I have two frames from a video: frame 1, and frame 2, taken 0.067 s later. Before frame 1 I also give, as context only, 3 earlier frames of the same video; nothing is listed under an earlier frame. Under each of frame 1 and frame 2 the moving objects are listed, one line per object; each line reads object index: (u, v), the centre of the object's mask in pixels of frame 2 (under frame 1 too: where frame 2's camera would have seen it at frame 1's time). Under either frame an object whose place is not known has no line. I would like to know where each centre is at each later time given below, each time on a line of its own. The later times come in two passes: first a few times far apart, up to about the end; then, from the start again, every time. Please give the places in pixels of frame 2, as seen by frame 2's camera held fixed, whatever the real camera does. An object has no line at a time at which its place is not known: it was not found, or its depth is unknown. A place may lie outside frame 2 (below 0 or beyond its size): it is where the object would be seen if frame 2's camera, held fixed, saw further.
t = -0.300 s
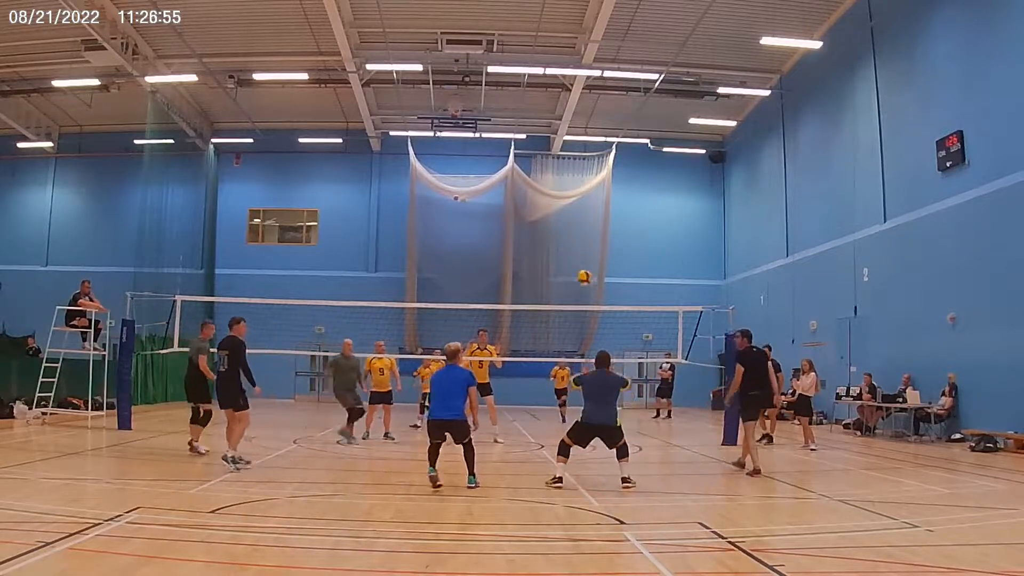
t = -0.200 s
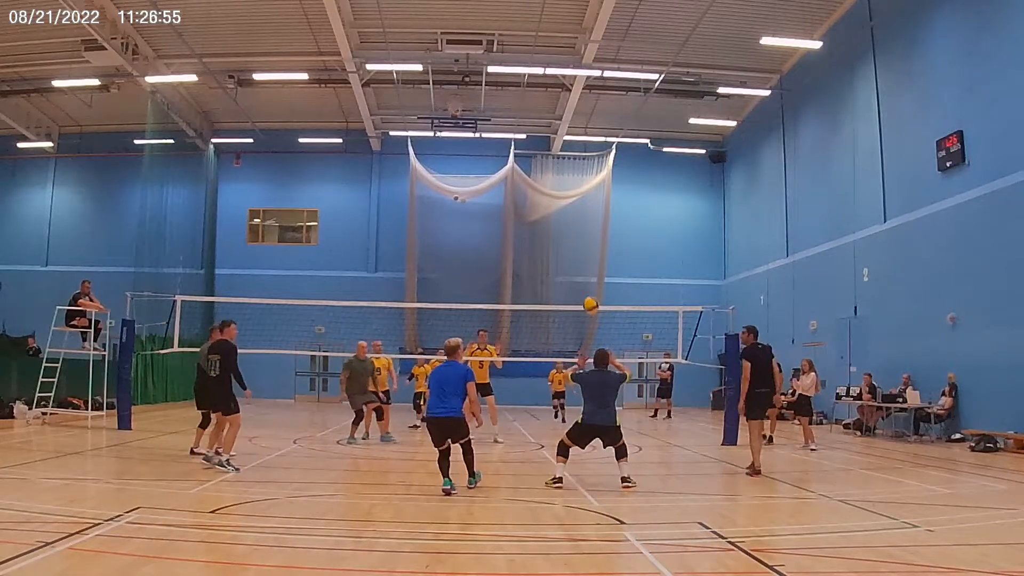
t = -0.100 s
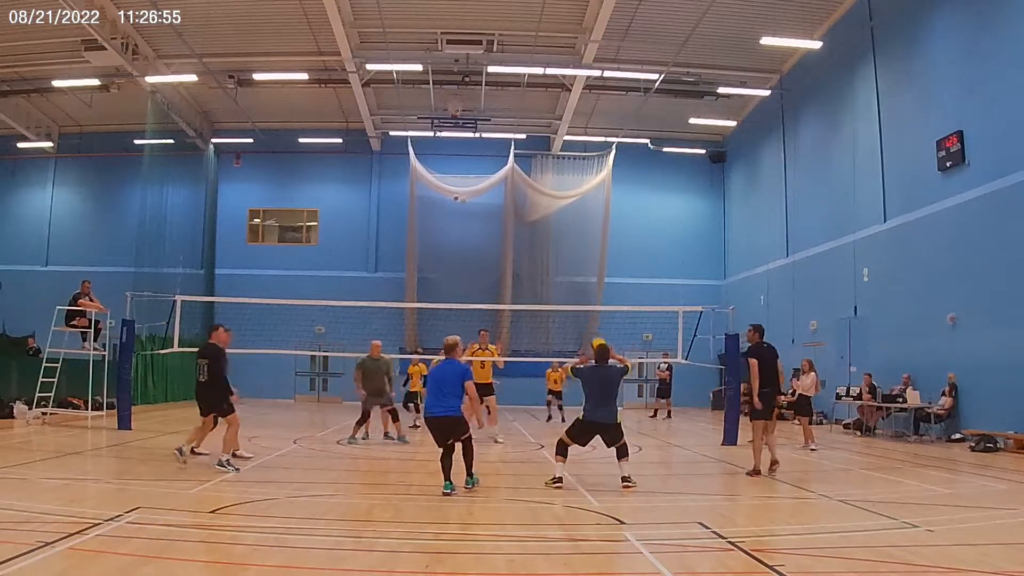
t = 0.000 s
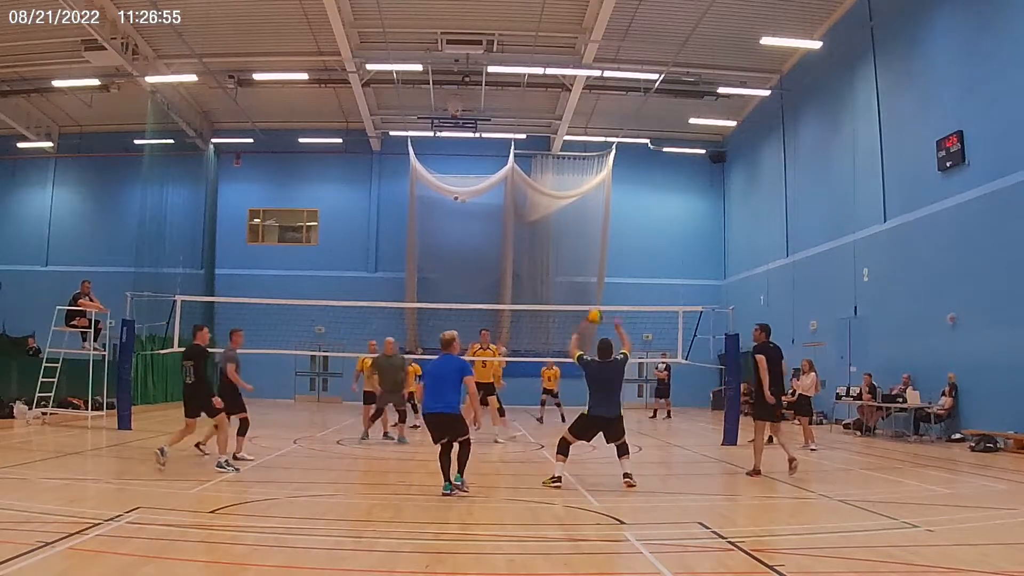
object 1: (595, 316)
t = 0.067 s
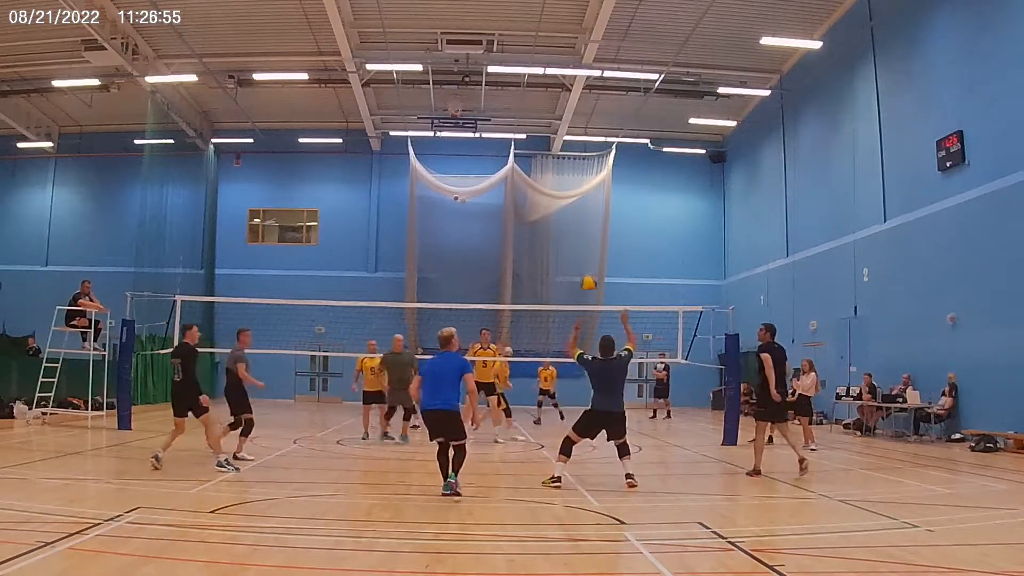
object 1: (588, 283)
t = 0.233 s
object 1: (576, 224)
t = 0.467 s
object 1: (561, 184)
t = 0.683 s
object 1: (548, 183)
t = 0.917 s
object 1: (535, 216)
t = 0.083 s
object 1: (587, 276)
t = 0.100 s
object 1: (586, 269)
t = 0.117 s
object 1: (584, 263)
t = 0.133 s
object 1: (583, 256)
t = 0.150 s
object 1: (582, 250)
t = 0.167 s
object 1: (581, 245)
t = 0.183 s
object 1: (580, 239)
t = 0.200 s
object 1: (578, 233)
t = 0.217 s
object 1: (577, 229)
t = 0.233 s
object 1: (576, 224)
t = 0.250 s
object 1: (574, 220)
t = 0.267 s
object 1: (573, 216)
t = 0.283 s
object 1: (572, 212)
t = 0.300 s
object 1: (571, 208)
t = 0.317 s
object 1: (570, 205)
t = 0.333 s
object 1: (569, 202)
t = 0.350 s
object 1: (568, 198)
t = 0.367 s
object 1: (567, 196)
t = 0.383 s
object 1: (566, 193)
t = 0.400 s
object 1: (565, 191)
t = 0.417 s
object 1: (564, 189)
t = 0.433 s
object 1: (563, 187)
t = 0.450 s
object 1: (562, 185)
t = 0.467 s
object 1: (561, 184)
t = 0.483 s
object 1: (559, 183)
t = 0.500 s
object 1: (558, 182)
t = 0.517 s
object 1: (557, 181)
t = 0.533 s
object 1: (557, 180)
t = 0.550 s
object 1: (556, 180)
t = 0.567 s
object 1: (555, 179)
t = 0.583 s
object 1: (554, 179)
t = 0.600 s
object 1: (553, 179)
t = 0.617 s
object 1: (552, 180)
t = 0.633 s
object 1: (551, 180)
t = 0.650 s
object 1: (550, 181)
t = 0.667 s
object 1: (549, 182)
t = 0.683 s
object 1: (548, 183)
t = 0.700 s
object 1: (547, 184)
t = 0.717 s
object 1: (546, 186)
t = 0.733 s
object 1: (545, 187)
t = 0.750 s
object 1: (544, 188)
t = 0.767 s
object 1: (543, 190)
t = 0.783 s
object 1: (542, 193)
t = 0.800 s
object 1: (541, 196)
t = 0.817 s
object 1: (540, 198)
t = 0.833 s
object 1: (539, 201)
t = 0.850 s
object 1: (538, 203)
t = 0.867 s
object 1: (538, 206)
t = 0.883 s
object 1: (537, 210)
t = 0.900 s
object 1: (536, 212)
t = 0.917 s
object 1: (535, 216)
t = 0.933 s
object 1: (534, 219)
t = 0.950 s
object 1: (534, 223)
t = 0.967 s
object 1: (533, 226)
